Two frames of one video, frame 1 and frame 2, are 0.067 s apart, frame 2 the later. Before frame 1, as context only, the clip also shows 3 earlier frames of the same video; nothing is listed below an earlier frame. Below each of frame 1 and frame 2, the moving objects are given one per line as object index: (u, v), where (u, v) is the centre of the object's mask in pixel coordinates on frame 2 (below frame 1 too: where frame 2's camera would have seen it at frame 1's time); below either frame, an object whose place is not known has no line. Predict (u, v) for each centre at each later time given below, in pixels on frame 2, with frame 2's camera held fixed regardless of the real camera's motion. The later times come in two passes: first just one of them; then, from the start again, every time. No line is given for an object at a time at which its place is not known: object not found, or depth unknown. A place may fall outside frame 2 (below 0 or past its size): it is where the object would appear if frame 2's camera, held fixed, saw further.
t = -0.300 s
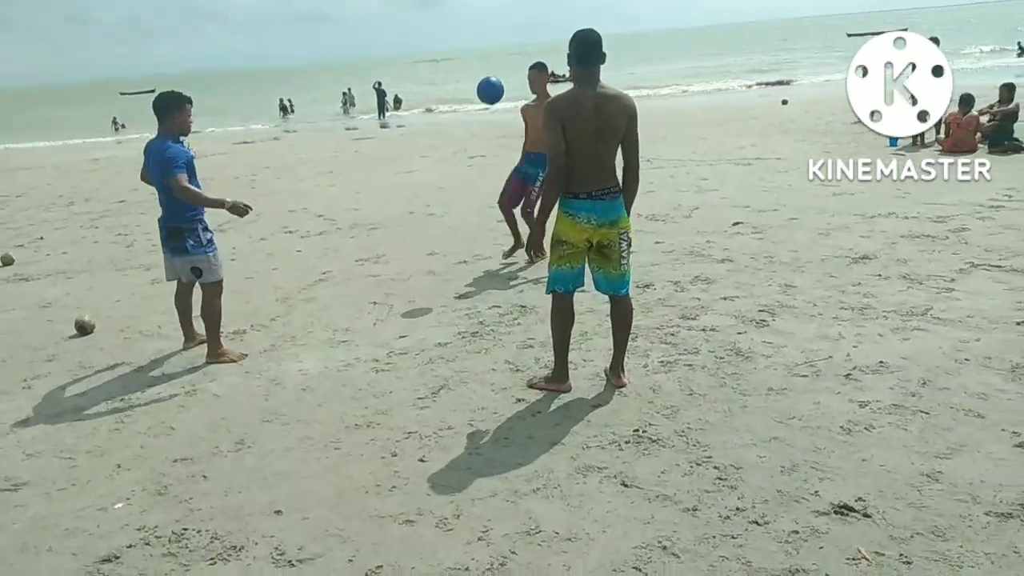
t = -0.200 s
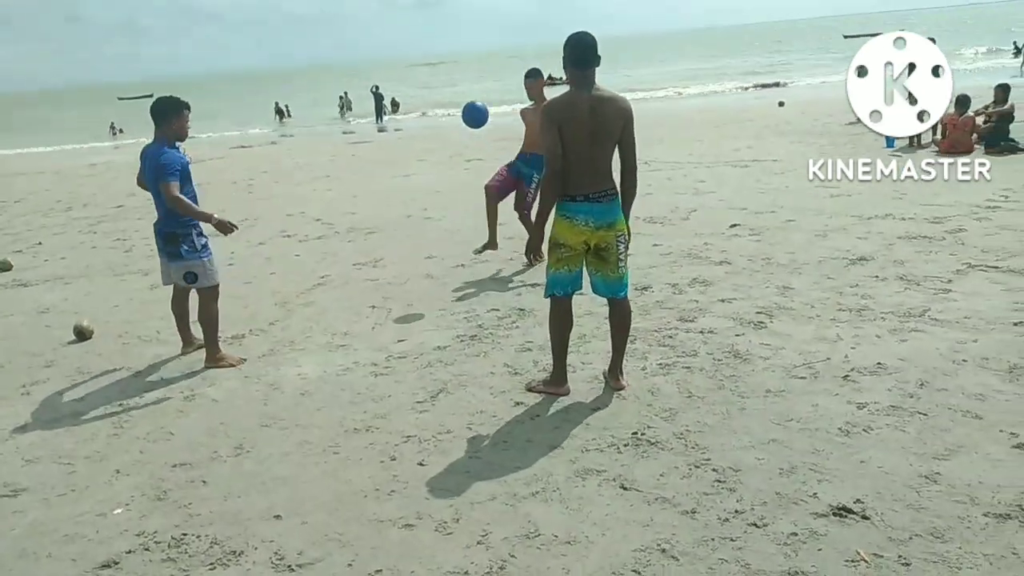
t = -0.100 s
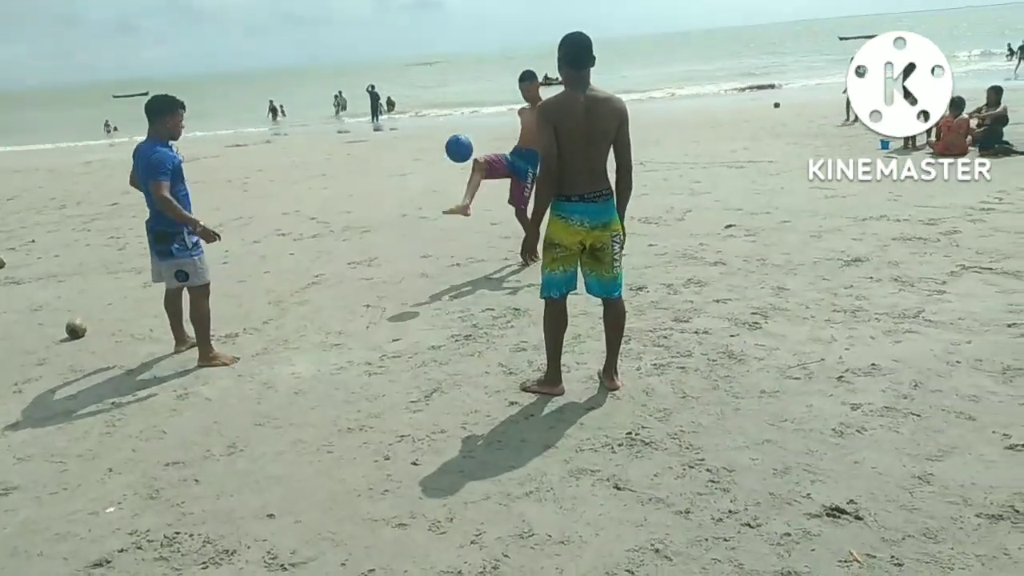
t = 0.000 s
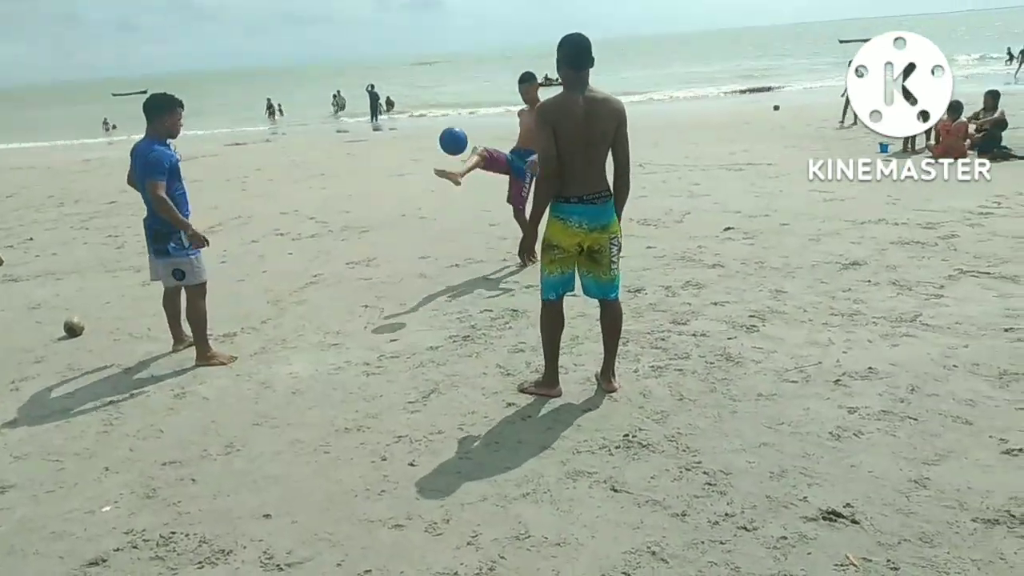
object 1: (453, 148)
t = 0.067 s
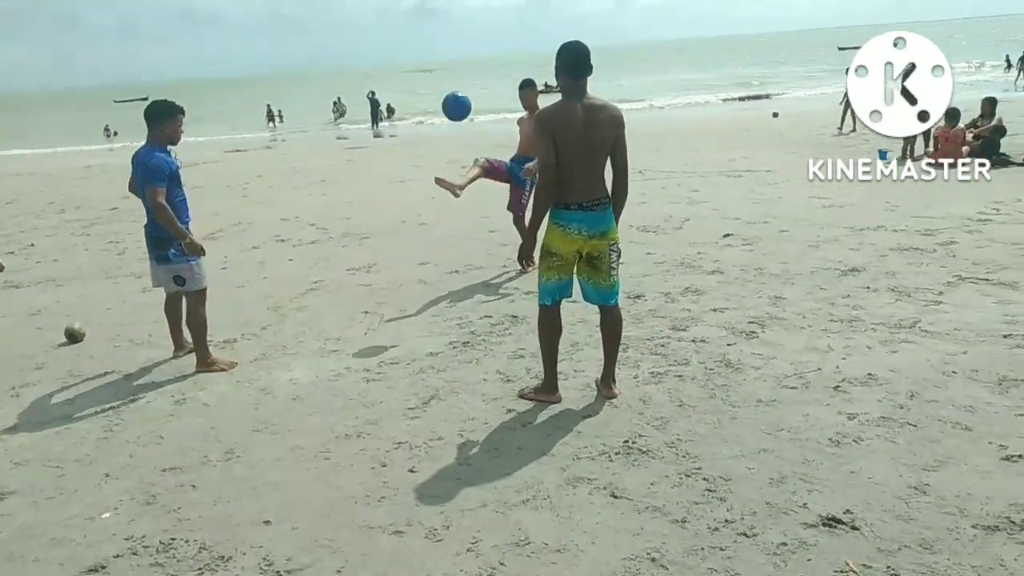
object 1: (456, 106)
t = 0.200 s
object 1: (464, 35)
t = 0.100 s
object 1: (458, 87)
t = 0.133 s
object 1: (459, 70)
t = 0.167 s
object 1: (461, 52)
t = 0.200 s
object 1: (464, 35)
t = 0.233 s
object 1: (466, 20)
